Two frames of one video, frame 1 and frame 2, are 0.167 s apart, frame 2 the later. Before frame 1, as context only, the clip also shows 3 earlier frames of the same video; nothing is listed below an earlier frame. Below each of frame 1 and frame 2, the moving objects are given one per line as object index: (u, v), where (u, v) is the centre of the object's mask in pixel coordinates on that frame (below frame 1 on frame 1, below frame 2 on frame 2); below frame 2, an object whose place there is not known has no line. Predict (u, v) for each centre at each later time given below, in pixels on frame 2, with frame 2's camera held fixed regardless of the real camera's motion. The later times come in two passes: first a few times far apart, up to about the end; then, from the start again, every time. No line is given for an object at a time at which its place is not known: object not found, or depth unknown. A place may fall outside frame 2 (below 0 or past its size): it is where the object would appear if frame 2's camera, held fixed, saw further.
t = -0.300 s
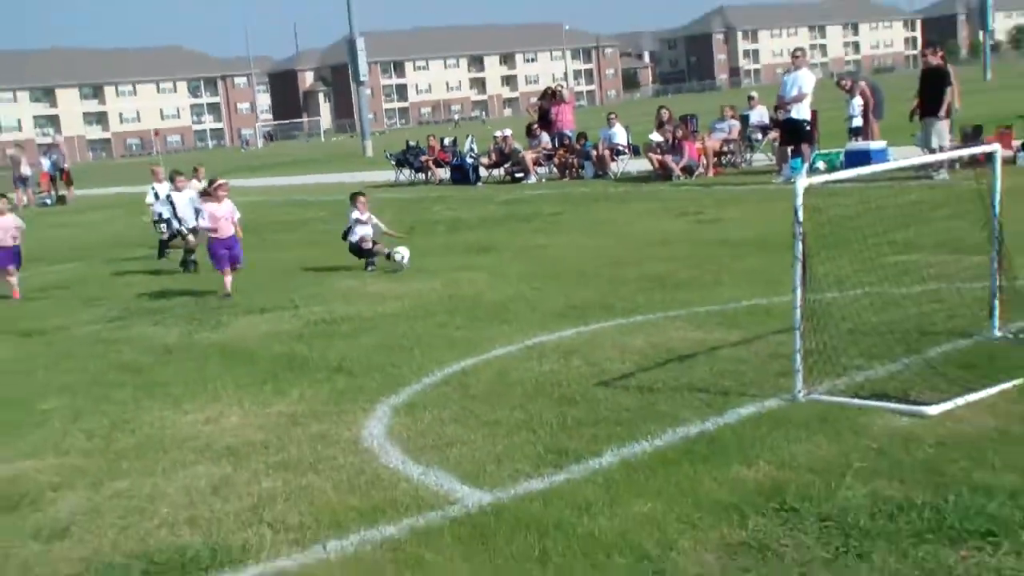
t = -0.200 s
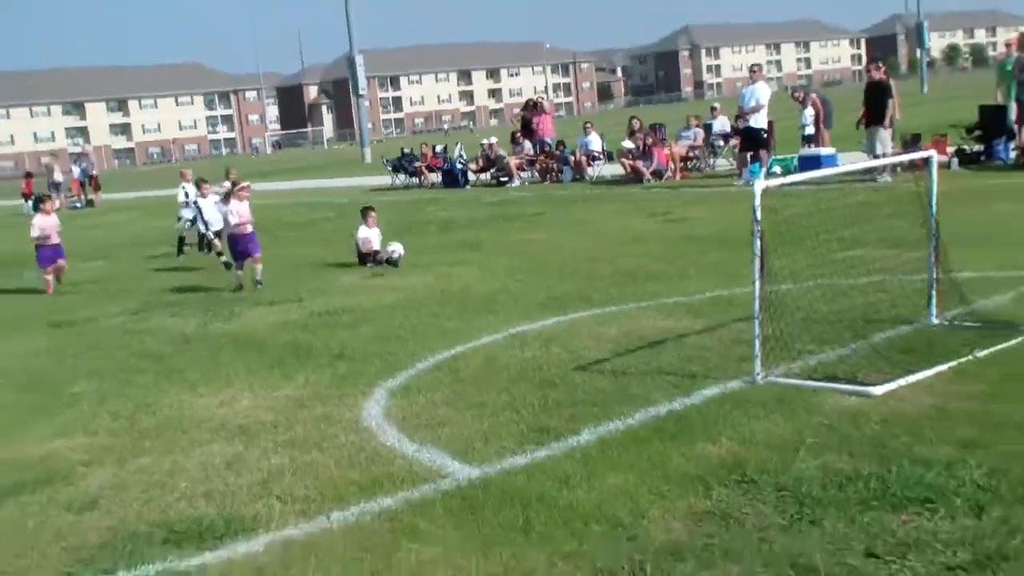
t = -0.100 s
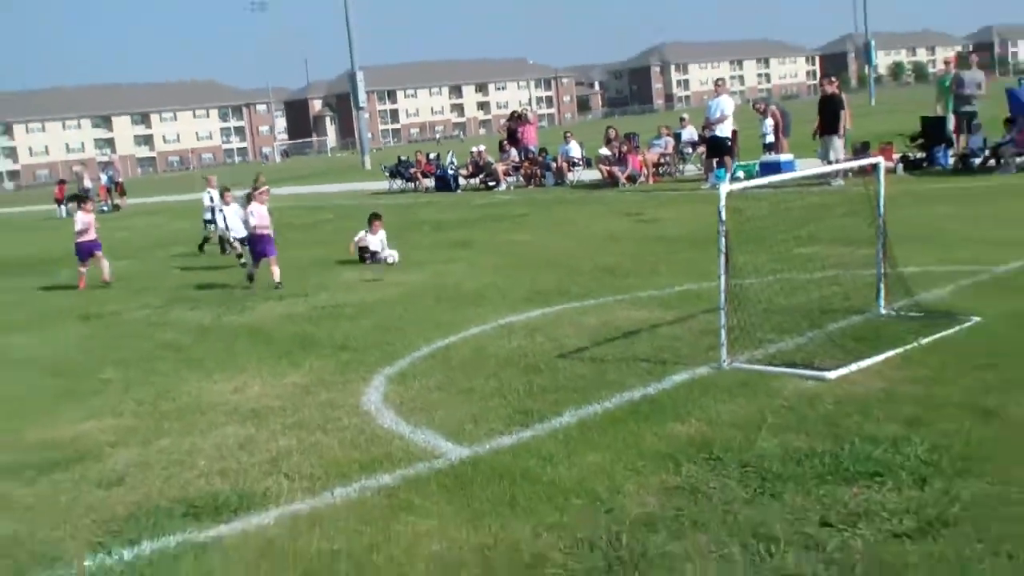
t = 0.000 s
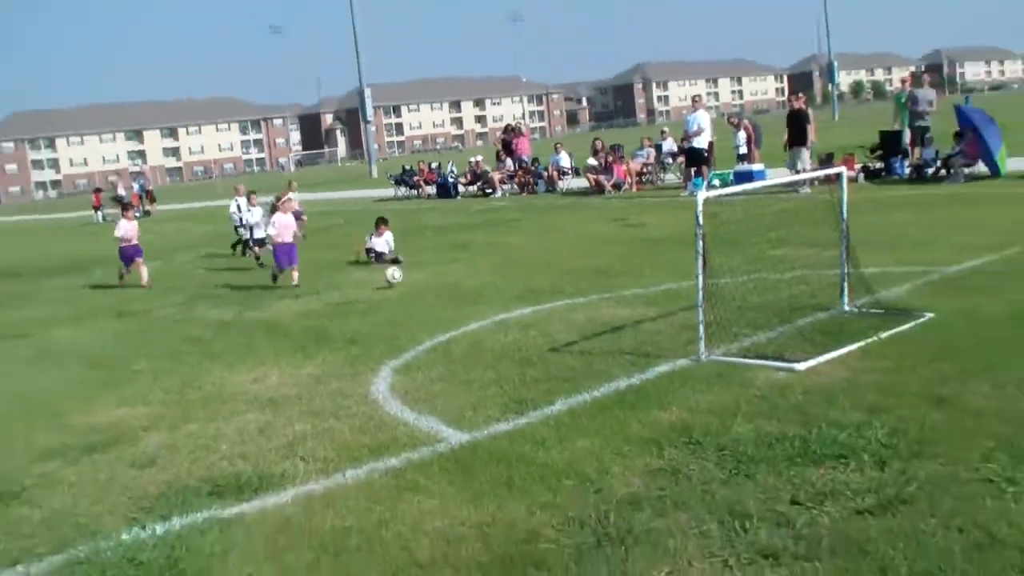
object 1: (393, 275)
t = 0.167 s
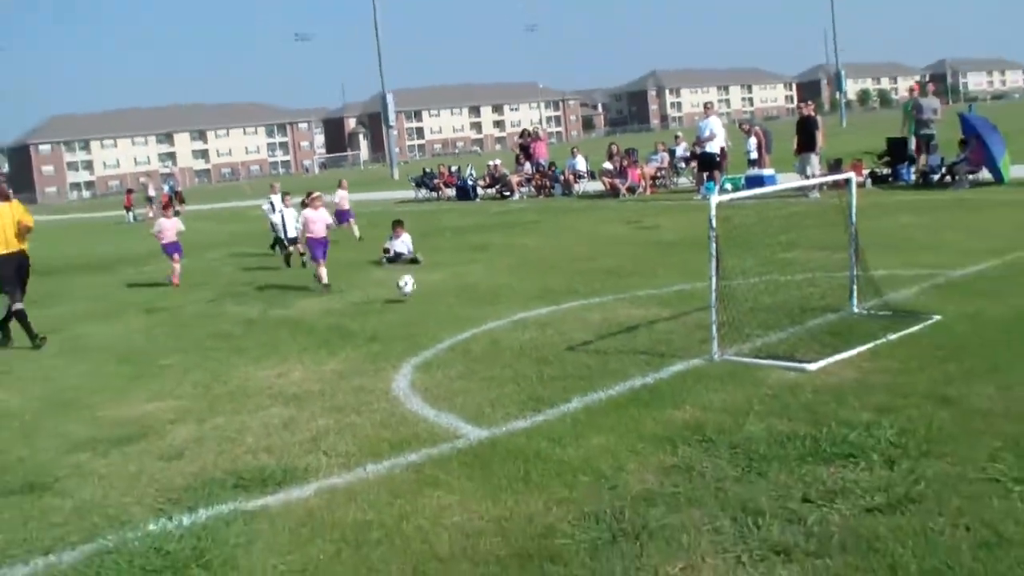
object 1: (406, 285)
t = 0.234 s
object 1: (403, 292)
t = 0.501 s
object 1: (386, 322)
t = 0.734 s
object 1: (364, 351)
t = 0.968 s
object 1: (343, 373)
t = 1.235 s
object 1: (312, 407)
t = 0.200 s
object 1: (405, 288)
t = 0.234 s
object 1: (403, 292)
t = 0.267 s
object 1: (402, 297)
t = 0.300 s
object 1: (399, 304)
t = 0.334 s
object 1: (397, 311)
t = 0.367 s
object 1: (395, 311)
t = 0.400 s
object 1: (393, 312)
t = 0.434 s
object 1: (390, 314)
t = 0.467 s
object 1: (387, 318)
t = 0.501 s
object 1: (386, 322)
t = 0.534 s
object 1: (382, 329)
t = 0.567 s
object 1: (380, 334)
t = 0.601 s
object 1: (377, 336)
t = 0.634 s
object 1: (374, 338)
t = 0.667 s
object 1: (371, 341)
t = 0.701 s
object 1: (367, 346)
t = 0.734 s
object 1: (364, 351)
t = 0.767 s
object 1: (361, 354)
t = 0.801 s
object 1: (358, 356)
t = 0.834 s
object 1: (355, 358)
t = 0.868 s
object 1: (352, 361)
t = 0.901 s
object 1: (349, 366)
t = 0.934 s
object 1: (346, 370)
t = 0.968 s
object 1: (343, 373)
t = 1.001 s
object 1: (339, 377)
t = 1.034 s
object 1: (335, 380)
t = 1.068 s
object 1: (332, 386)
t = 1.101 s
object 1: (328, 388)
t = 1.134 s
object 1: (324, 390)
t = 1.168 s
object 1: (320, 394)
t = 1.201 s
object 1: (316, 400)
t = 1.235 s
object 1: (312, 407)
